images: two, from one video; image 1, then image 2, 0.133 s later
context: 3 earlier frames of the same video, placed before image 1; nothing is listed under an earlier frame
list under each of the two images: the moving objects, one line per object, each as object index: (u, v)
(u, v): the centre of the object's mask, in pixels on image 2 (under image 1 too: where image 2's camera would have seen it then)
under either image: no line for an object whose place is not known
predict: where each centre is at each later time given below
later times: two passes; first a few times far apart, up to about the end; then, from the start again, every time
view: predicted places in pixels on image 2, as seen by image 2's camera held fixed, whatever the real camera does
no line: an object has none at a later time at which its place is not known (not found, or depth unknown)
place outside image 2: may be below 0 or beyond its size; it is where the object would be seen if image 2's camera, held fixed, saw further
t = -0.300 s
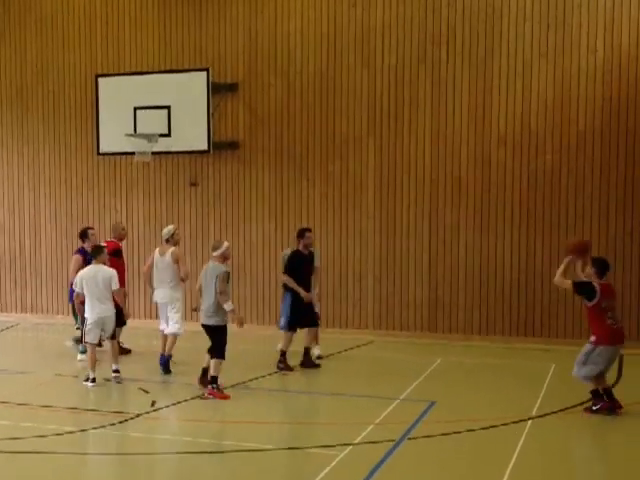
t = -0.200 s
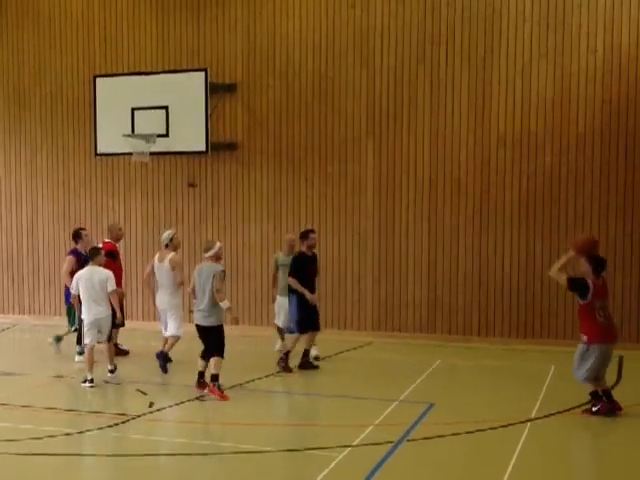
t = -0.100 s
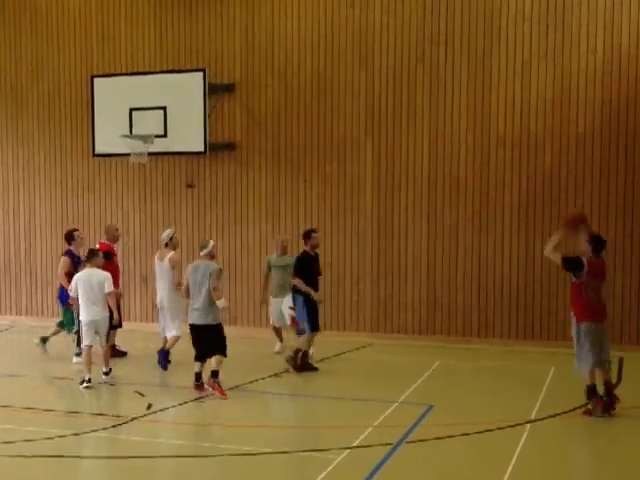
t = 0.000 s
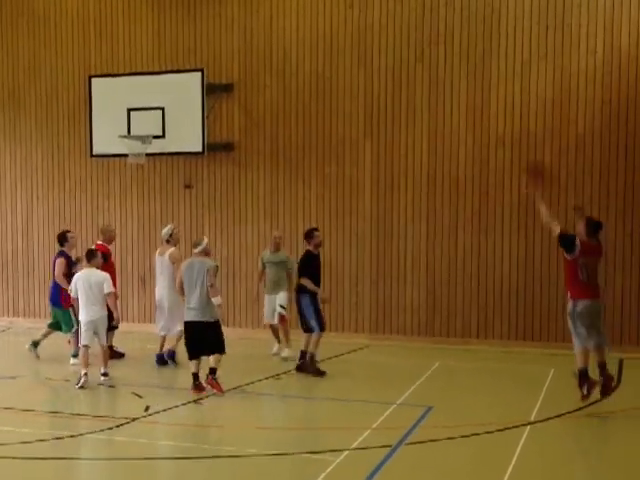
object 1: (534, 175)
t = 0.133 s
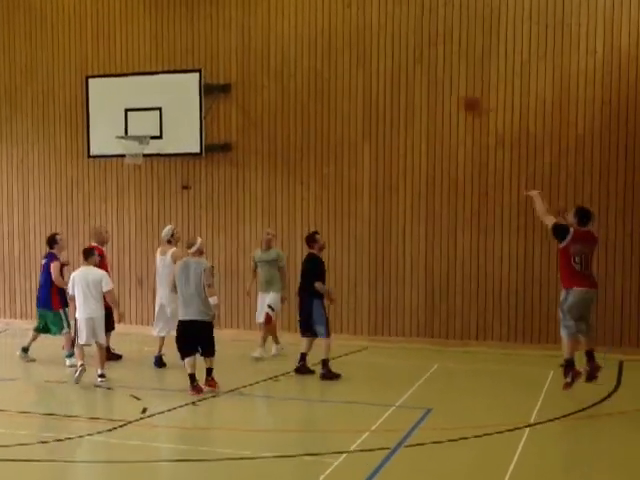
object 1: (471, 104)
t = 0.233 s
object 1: (427, 68)
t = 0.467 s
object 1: (336, 21)
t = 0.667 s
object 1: (266, 19)
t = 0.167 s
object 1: (457, 90)
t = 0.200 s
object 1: (442, 79)
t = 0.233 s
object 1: (427, 68)
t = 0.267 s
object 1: (413, 57)
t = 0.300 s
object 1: (400, 49)
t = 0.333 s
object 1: (388, 41)
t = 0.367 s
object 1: (374, 35)
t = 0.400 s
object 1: (361, 29)
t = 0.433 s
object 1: (349, 24)
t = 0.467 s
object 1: (336, 21)
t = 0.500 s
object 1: (324, 18)
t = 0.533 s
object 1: (312, 16)
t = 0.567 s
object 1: (300, 15)
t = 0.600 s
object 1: (288, 15)
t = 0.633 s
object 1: (277, 16)
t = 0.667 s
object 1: (266, 19)
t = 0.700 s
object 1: (255, 22)
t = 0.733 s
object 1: (245, 25)
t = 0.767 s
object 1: (235, 30)
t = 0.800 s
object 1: (225, 35)
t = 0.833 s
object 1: (214, 42)
